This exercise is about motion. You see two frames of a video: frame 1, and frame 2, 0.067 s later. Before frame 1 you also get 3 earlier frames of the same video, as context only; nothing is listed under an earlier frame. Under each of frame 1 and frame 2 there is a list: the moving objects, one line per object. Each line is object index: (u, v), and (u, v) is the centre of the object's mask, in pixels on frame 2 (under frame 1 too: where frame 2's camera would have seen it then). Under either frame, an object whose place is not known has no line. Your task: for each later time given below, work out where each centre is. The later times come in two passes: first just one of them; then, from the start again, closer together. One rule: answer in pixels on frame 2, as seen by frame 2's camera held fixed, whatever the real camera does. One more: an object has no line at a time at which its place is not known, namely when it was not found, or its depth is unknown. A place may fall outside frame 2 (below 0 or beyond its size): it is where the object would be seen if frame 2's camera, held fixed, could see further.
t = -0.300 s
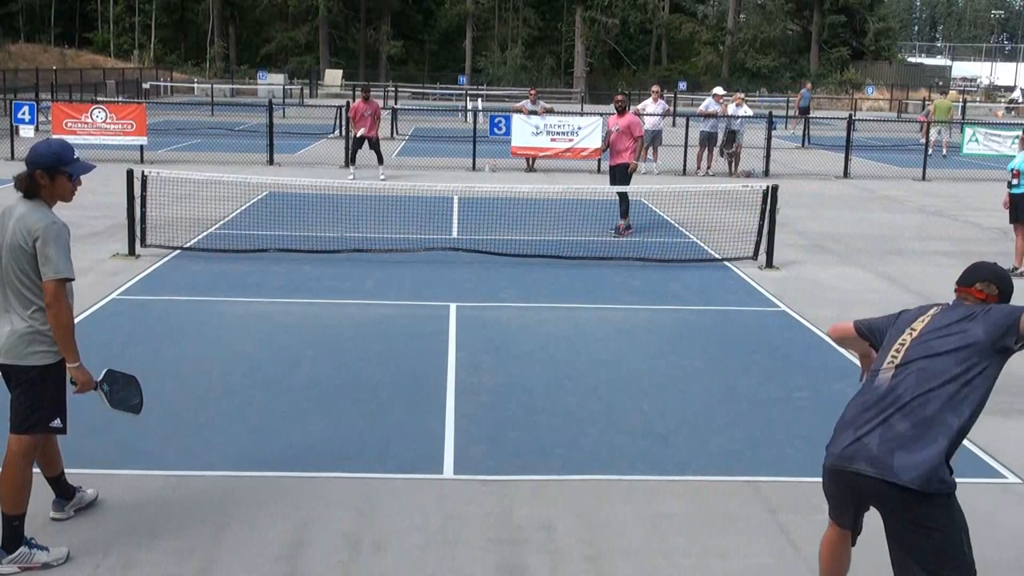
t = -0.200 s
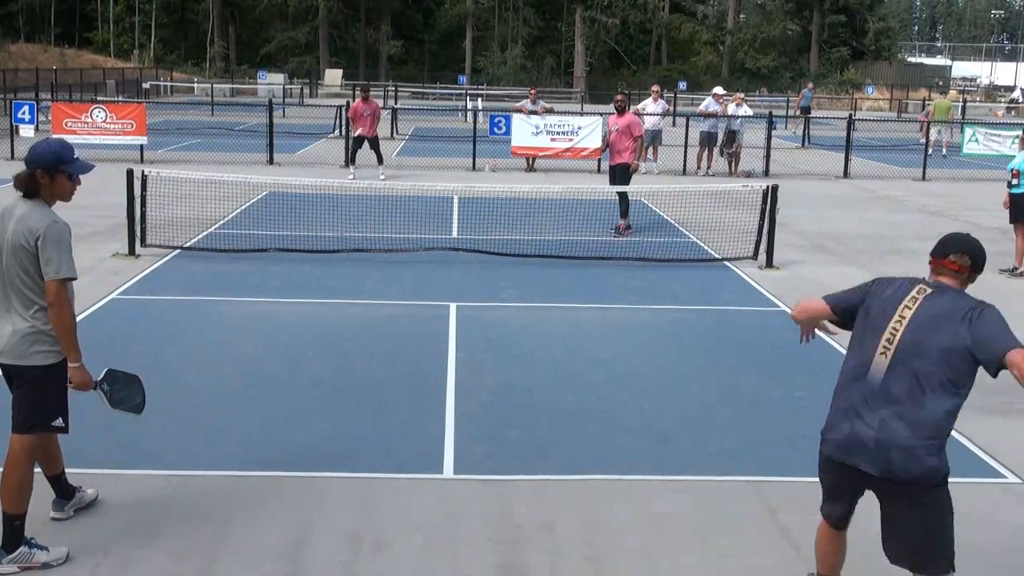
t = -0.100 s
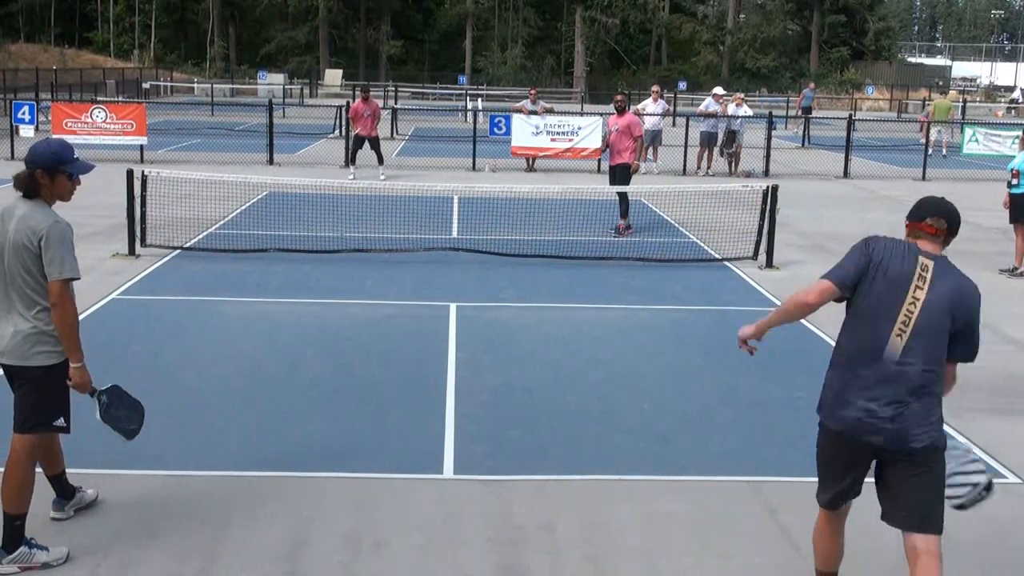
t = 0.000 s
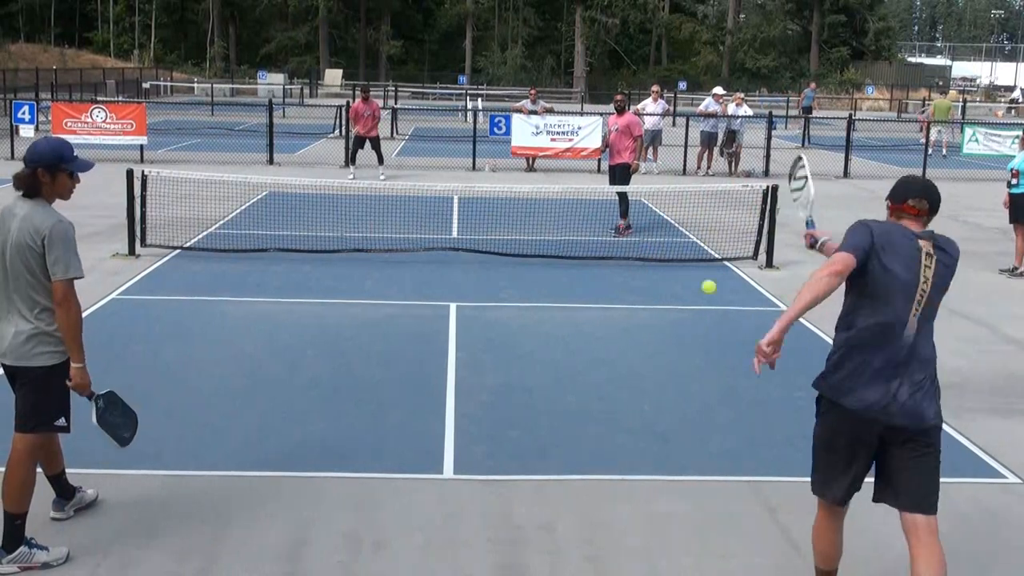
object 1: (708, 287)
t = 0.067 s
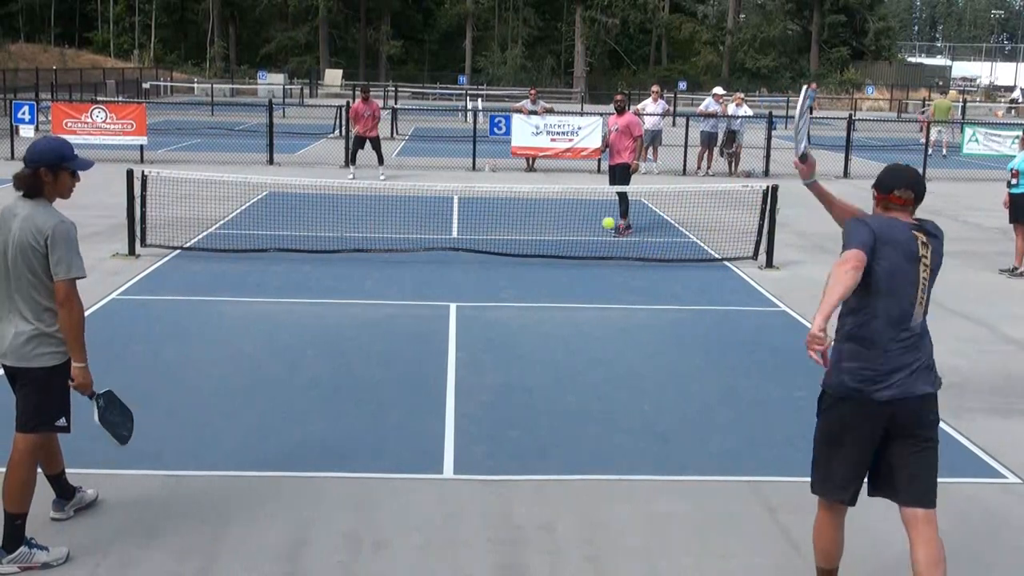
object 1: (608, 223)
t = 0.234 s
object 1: (467, 160)
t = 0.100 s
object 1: (570, 201)
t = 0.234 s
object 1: (467, 160)
